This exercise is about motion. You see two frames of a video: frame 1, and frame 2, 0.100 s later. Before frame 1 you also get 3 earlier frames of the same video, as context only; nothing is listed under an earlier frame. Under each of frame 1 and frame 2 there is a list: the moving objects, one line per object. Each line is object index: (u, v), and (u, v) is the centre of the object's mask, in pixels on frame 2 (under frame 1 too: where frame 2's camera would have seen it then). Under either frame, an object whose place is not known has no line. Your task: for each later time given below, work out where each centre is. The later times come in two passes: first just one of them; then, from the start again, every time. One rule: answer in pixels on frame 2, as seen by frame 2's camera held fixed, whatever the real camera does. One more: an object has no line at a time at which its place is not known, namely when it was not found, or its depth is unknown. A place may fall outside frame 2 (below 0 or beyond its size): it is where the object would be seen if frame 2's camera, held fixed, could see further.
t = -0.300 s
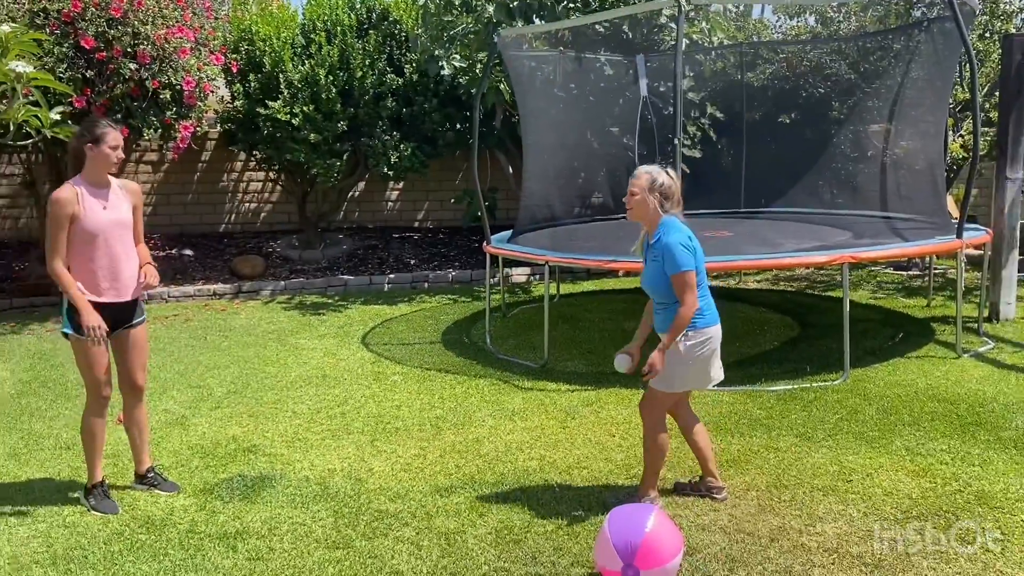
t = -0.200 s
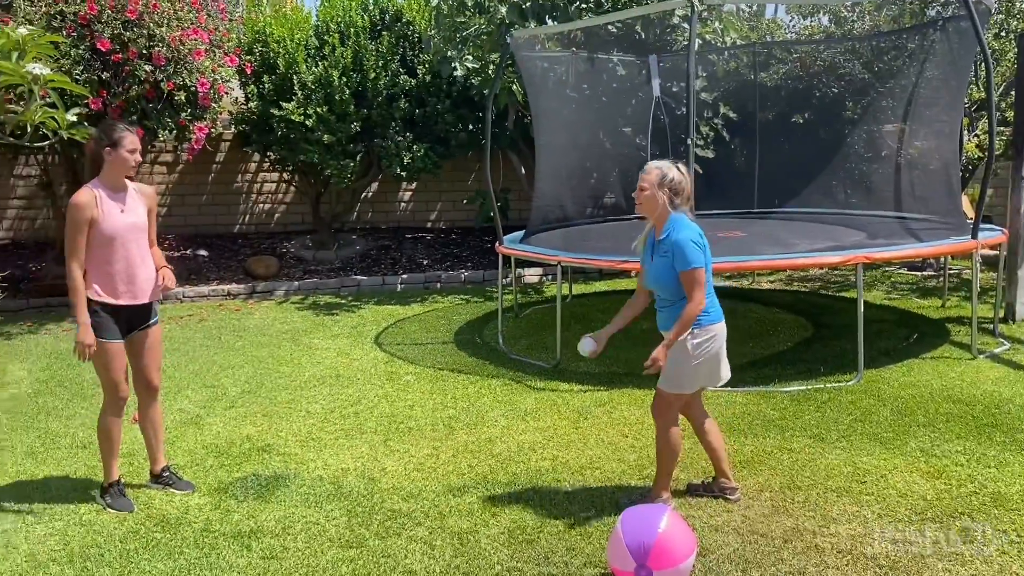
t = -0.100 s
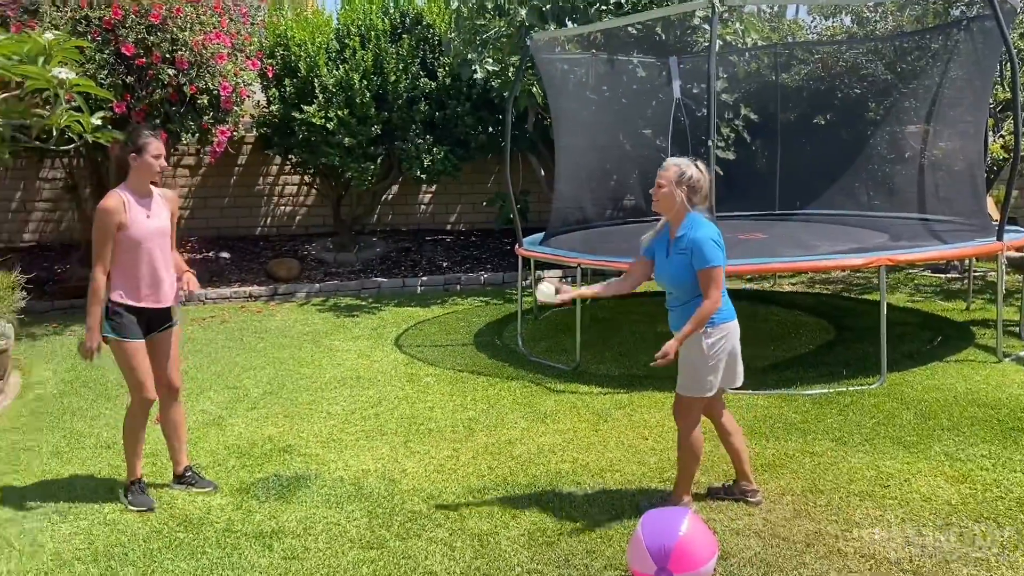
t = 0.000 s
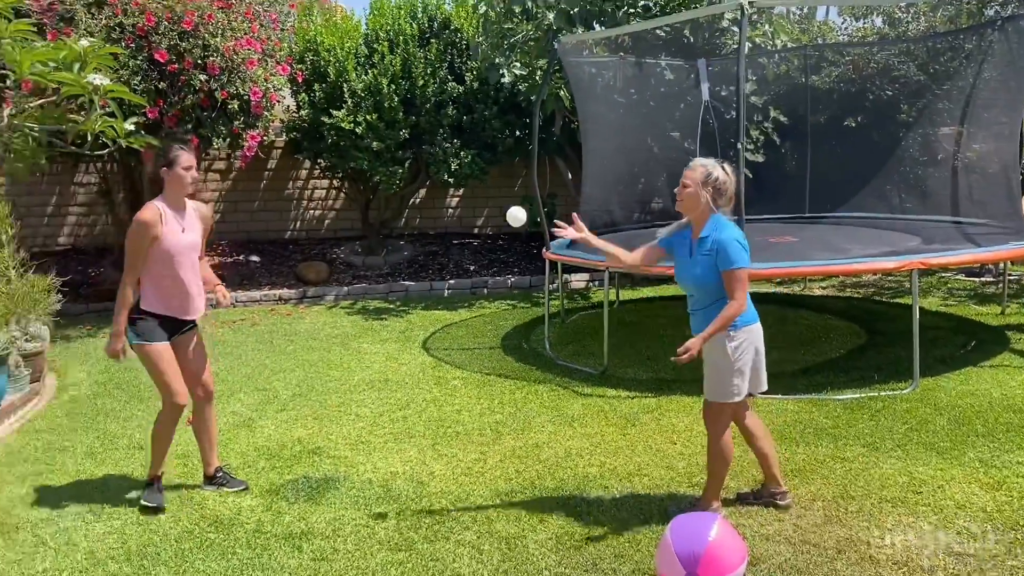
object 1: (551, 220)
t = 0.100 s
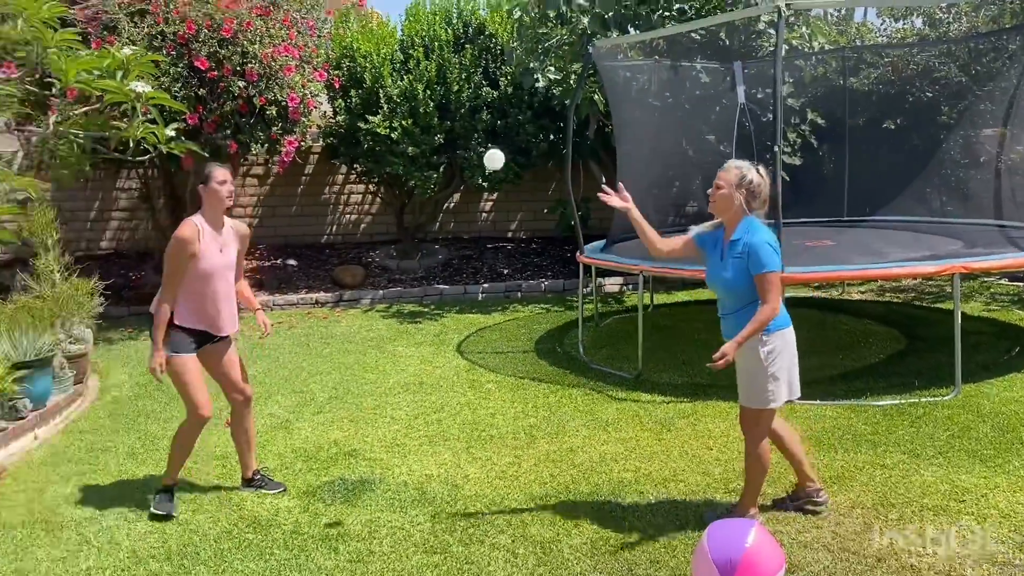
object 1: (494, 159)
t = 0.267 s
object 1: (402, 108)
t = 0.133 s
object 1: (475, 144)
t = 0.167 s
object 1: (457, 131)
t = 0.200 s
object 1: (439, 121)
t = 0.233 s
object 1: (419, 113)
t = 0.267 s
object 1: (402, 108)
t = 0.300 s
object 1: (383, 106)
